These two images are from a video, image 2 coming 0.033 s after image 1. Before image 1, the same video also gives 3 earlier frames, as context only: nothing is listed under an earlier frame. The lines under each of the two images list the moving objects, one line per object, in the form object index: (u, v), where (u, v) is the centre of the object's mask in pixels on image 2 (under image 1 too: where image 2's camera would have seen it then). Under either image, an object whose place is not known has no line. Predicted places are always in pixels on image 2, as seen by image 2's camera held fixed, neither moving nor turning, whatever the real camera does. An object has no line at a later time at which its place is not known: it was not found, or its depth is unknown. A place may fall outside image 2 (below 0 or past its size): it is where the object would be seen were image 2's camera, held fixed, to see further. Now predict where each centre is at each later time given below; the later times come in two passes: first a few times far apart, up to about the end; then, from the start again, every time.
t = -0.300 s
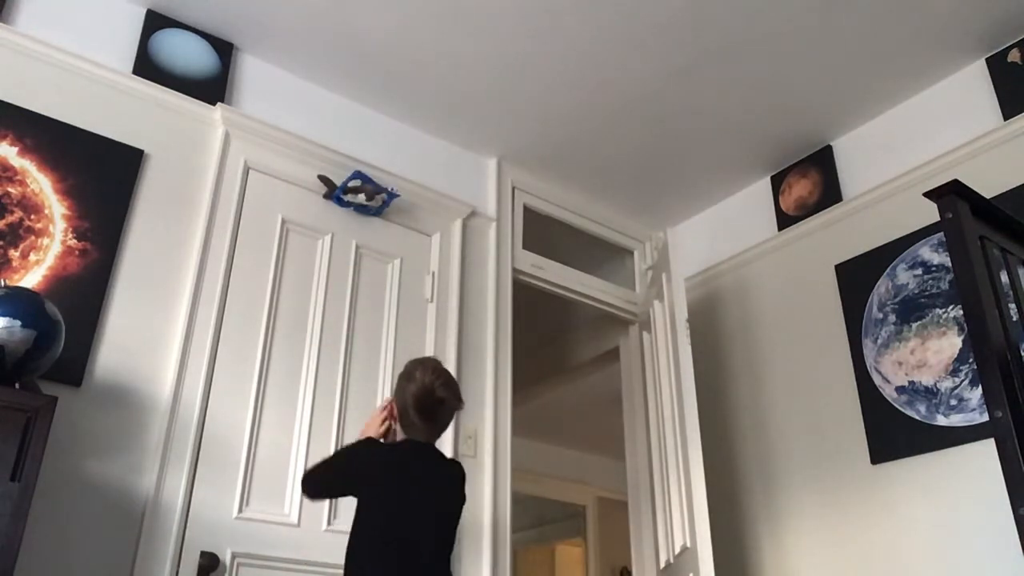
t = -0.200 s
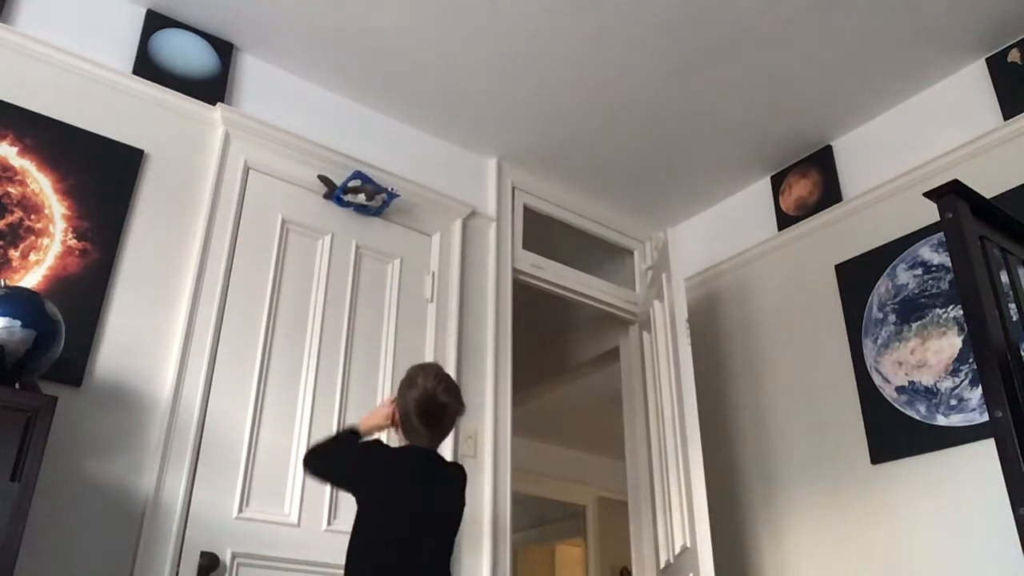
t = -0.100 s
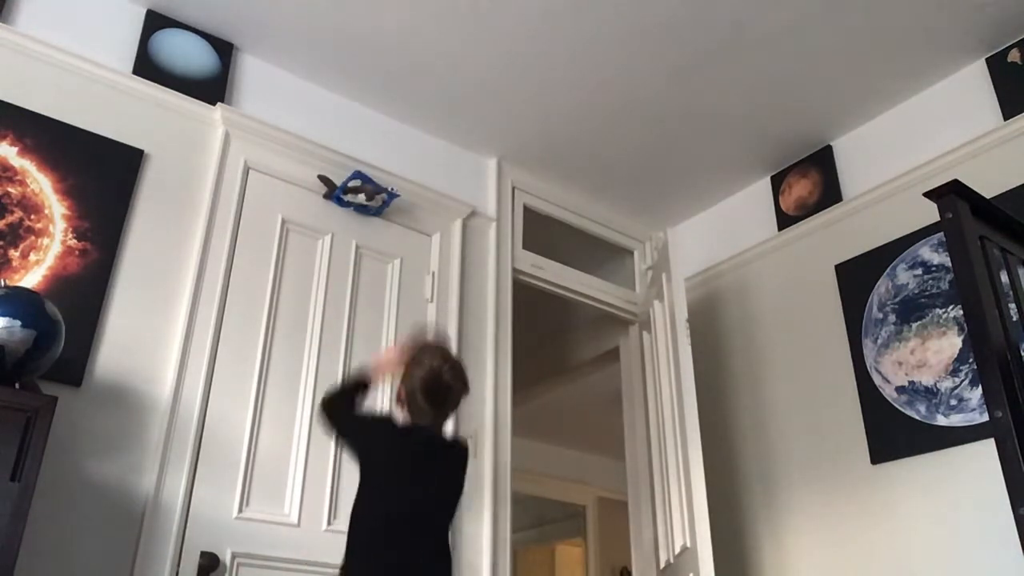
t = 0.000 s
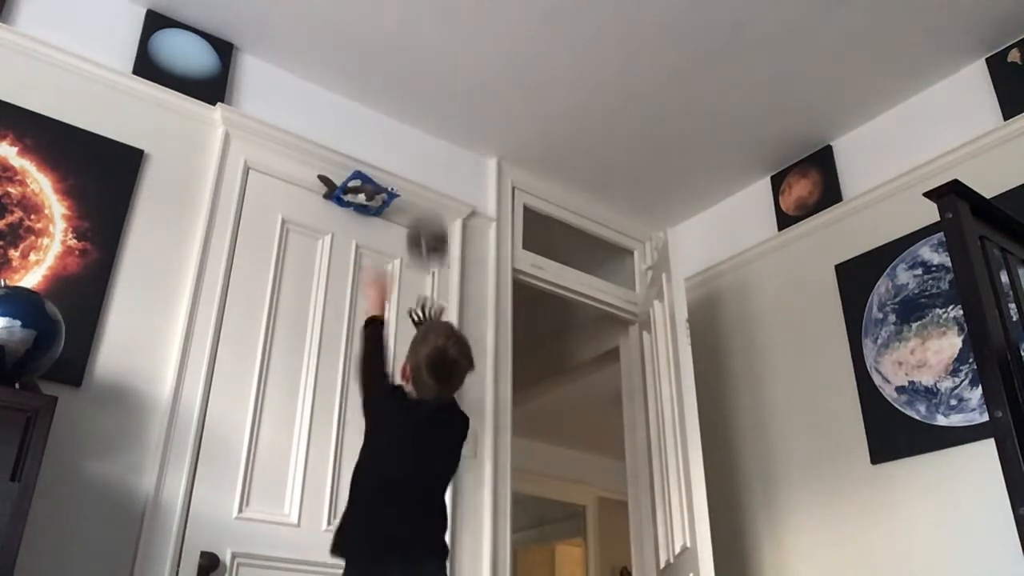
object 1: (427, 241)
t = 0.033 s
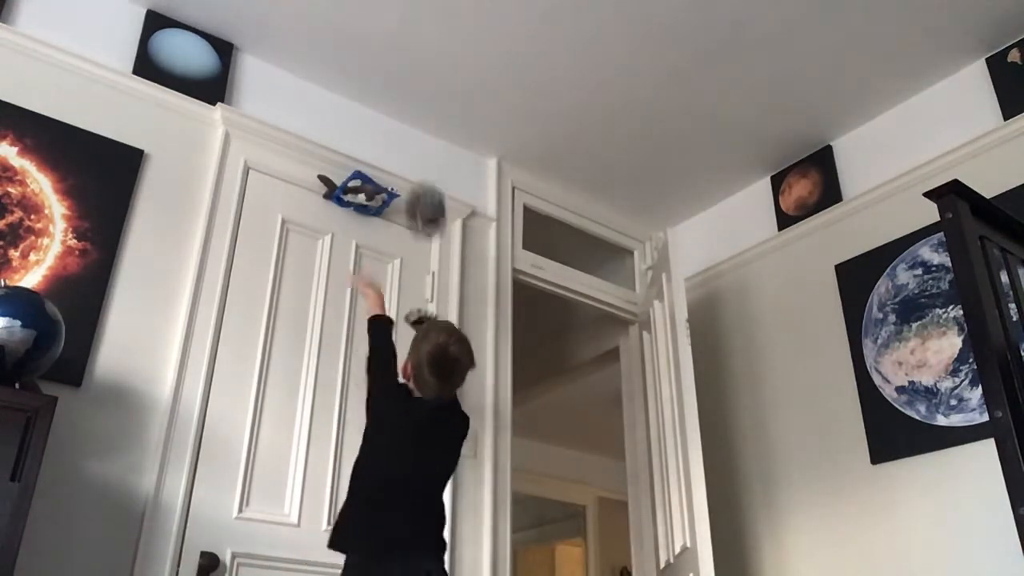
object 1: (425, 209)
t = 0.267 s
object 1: (412, 107)
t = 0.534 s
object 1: (389, 145)
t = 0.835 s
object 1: (362, 162)
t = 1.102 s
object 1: (336, 155)
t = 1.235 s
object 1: (315, 194)
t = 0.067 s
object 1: (424, 184)
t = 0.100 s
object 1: (422, 163)
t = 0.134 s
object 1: (420, 146)
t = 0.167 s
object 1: (418, 132)
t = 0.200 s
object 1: (416, 120)
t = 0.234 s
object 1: (414, 112)
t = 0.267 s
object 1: (412, 107)
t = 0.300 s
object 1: (409, 104)
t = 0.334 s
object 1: (407, 103)
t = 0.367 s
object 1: (405, 105)
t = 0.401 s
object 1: (402, 108)
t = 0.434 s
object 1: (399, 114)
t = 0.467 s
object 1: (396, 122)
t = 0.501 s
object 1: (392, 133)
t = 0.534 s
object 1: (389, 145)
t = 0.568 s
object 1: (386, 160)
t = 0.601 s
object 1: (383, 171)
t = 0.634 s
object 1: (382, 174)
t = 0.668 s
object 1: (380, 168)
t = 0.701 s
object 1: (376, 162)
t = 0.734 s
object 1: (372, 159)
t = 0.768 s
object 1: (371, 161)
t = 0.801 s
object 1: (367, 160)
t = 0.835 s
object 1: (362, 162)
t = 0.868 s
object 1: (358, 166)
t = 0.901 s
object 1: (355, 167)
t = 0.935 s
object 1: (352, 163)
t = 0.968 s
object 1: (350, 157)
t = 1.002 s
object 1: (346, 154)
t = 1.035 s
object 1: (343, 153)
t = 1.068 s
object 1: (339, 153)
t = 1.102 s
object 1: (336, 155)
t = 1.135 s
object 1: (331, 163)
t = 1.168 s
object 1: (326, 170)
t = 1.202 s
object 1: (320, 181)
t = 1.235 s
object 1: (315, 194)
